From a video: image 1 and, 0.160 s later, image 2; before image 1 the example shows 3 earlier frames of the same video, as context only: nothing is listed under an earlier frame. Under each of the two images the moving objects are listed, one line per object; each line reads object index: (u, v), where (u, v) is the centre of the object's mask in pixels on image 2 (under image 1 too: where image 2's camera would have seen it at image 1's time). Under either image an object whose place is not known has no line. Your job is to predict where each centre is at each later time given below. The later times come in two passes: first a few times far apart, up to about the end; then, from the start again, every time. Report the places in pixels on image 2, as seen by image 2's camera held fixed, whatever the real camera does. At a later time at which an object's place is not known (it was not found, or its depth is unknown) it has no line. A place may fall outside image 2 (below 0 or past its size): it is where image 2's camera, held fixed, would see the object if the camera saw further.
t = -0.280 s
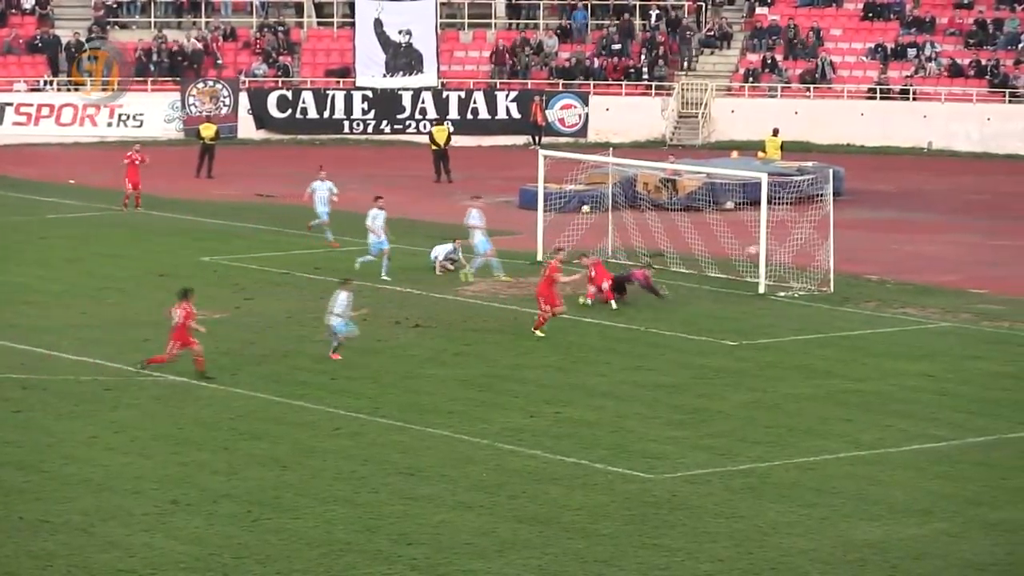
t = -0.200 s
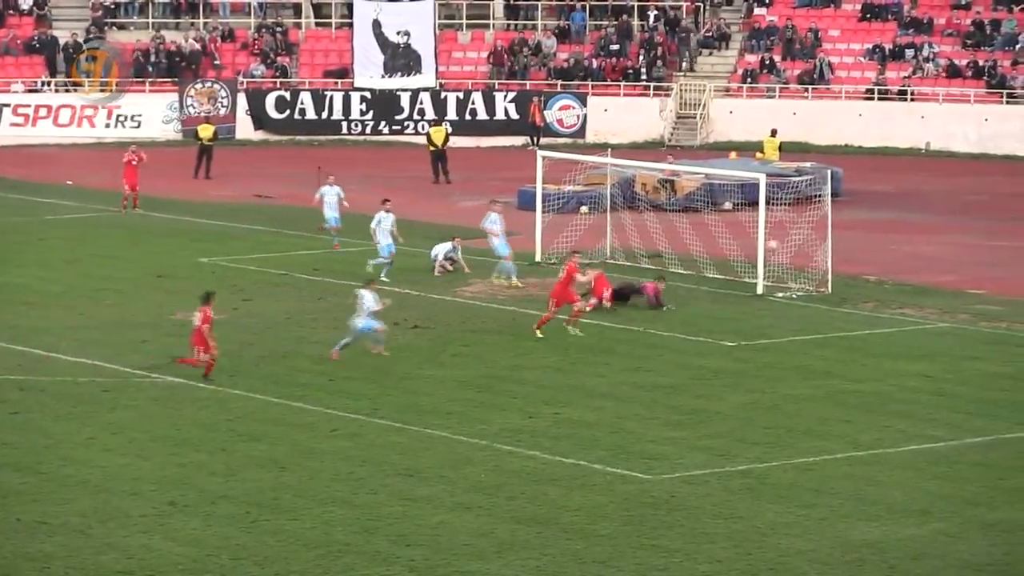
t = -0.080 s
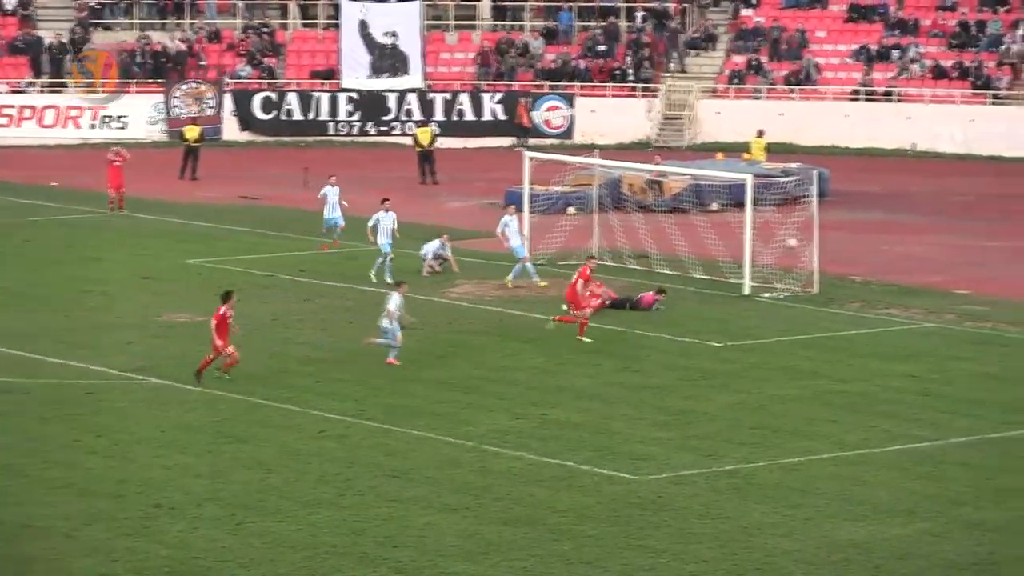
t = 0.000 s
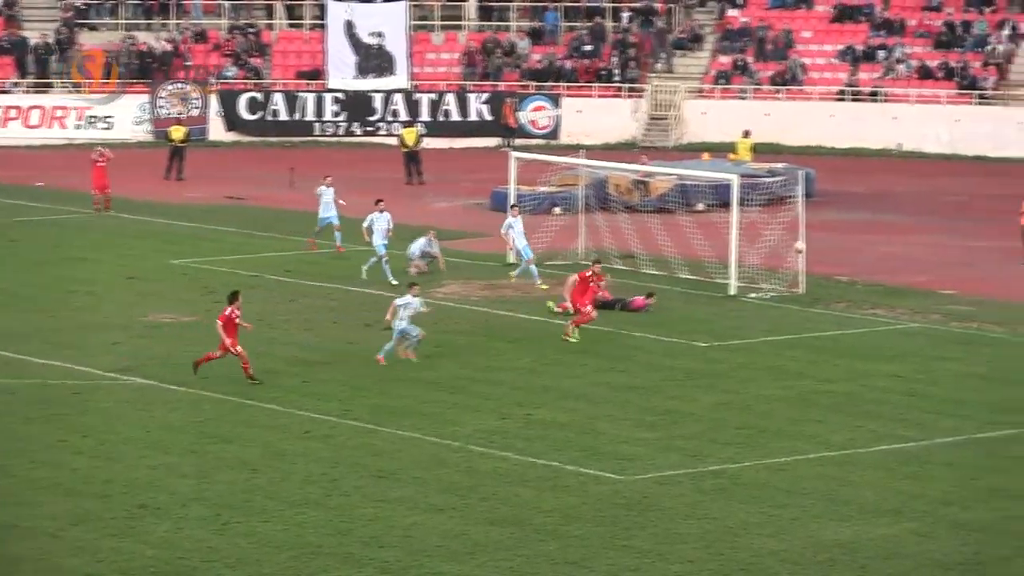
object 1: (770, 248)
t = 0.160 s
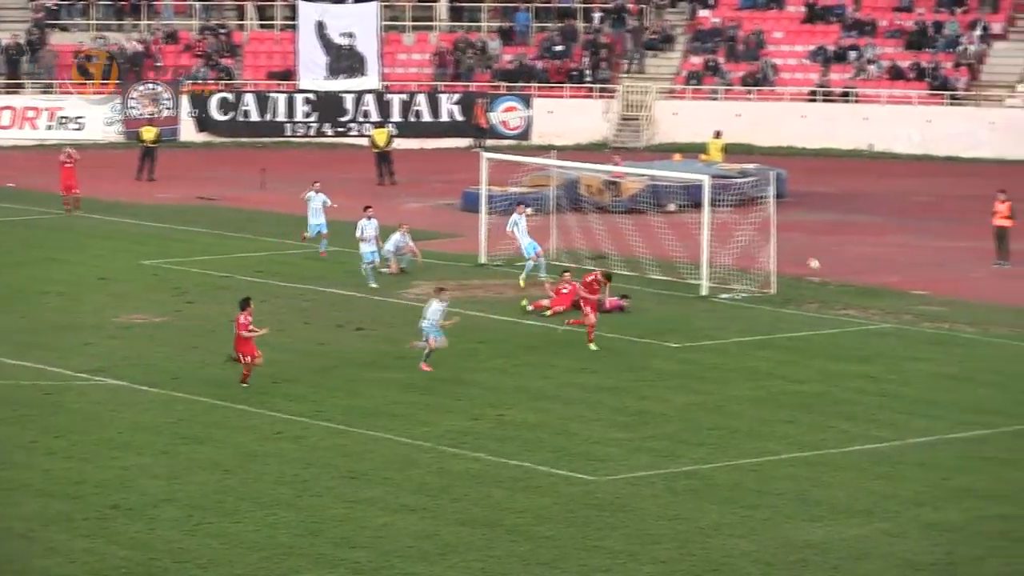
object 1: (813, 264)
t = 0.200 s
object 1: (824, 271)
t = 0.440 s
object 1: (887, 330)
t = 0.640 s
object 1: (944, 344)
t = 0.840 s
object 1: (1004, 341)
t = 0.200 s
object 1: (824, 271)
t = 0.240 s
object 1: (835, 278)
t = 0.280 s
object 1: (846, 286)
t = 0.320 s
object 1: (856, 296)
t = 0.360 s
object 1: (866, 306)
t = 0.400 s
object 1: (877, 317)
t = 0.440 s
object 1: (887, 330)
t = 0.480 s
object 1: (898, 343)
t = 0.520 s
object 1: (908, 355)
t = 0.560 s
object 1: (920, 351)
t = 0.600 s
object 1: (932, 347)
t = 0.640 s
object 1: (944, 344)
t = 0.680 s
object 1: (956, 342)
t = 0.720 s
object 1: (968, 341)
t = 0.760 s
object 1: (980, 339)
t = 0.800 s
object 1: (993, 340)
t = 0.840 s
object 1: (1004, 341)
